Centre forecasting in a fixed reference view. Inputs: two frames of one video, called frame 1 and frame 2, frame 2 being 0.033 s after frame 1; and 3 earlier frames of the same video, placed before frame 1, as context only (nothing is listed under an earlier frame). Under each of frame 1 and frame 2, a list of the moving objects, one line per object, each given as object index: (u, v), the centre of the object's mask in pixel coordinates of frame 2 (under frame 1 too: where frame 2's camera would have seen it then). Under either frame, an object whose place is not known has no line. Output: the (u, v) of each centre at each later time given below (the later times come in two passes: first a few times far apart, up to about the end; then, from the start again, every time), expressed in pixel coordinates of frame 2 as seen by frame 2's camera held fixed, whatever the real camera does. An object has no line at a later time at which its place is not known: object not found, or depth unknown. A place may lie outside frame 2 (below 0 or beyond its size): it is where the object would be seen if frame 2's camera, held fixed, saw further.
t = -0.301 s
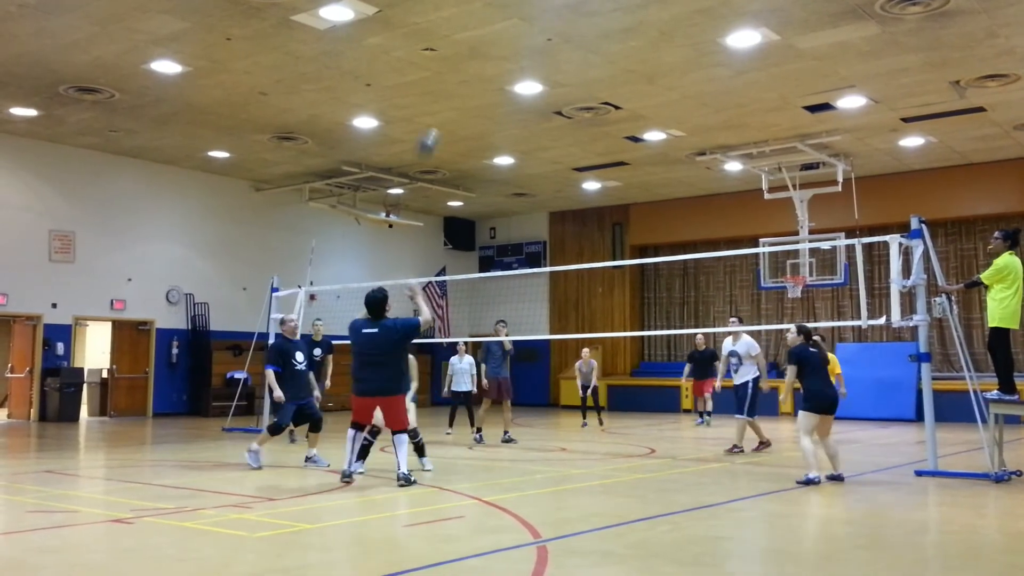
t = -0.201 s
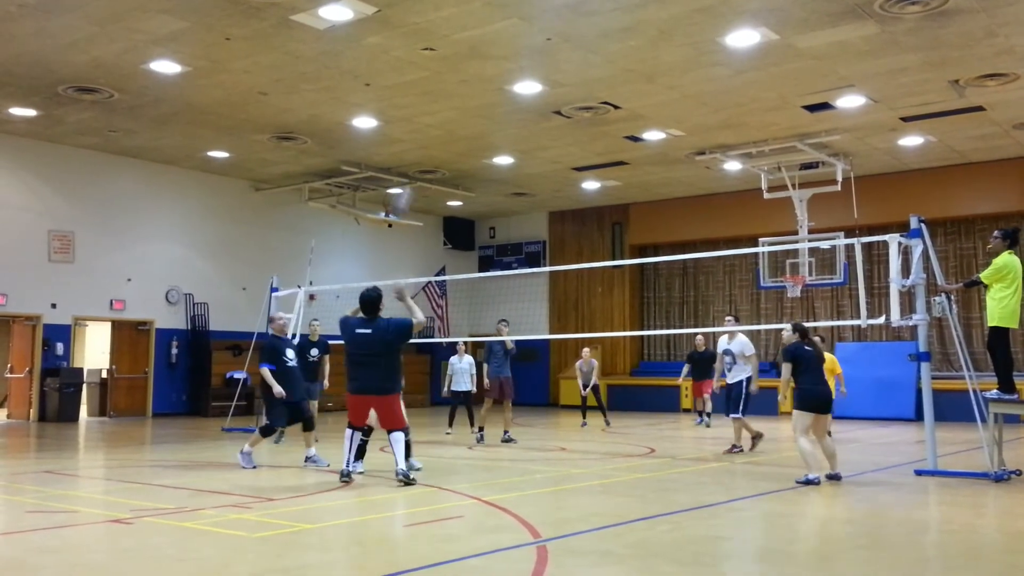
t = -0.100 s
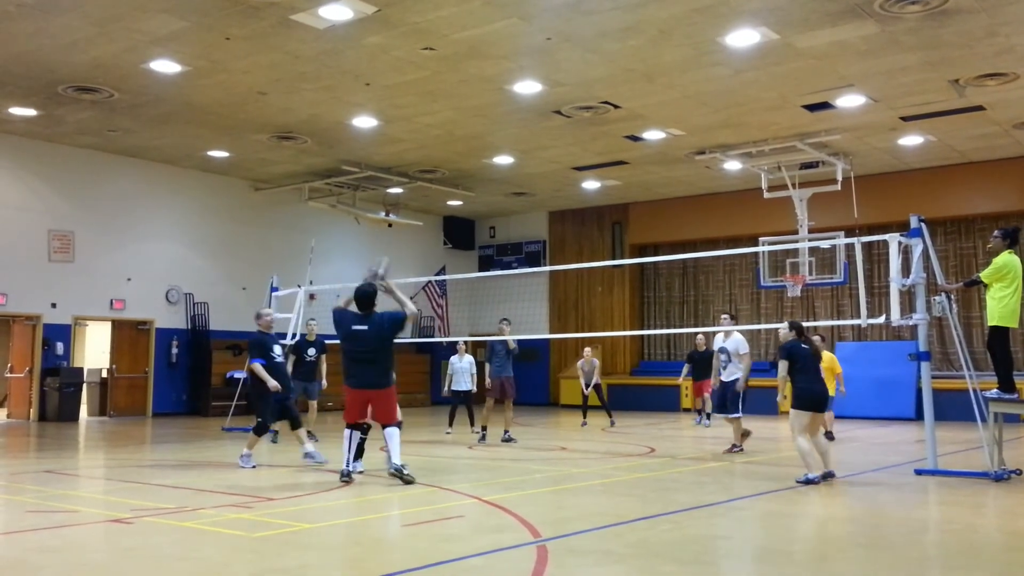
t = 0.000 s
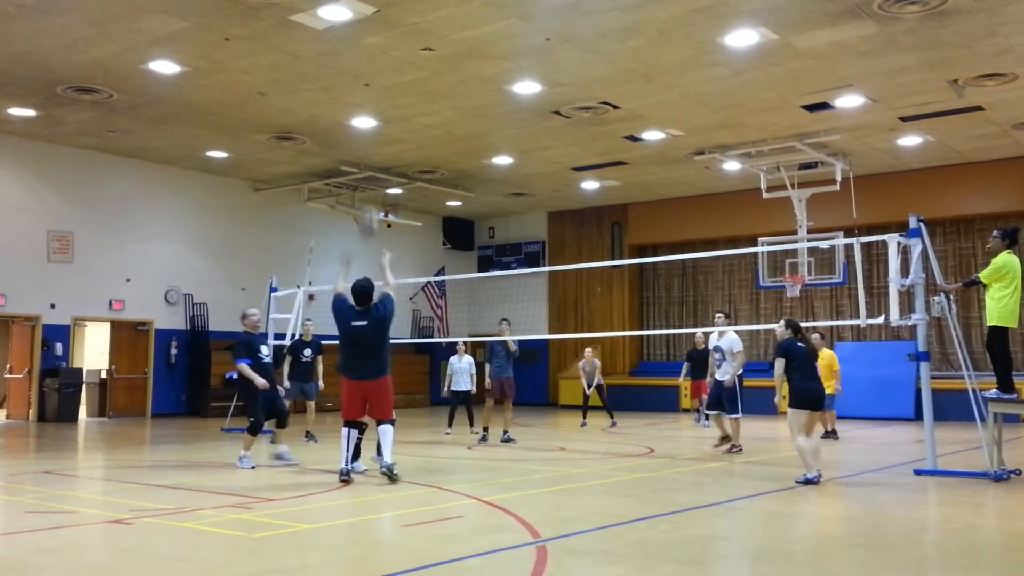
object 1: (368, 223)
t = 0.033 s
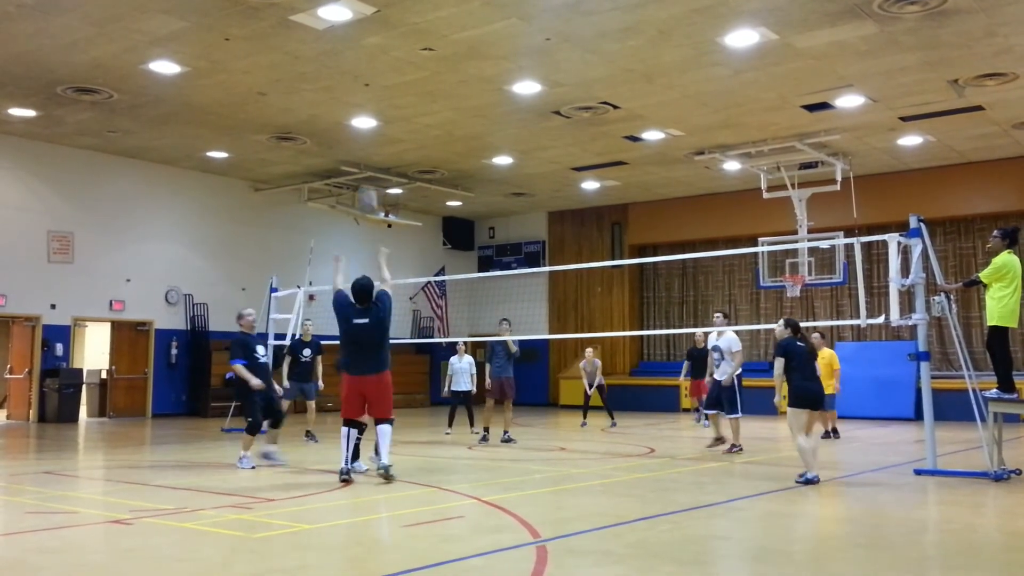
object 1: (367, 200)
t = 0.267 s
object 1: (357, 97)
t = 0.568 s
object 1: (343, 53)
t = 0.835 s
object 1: (331, 73)
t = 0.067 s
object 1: (367, 181)
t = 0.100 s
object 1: (366, 162)
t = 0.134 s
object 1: (362, 148)
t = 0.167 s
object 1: (360, 135)
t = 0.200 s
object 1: (359, 117)
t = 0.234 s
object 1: (359, 107)
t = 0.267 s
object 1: (357, 97)
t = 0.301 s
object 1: (355, 88)
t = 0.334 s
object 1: (354, 80)
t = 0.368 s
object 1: (352, 73)
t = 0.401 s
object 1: (351, 67)
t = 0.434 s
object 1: (349, 62)
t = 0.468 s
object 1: (348, 58)
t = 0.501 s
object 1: (346, 55)
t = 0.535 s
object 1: (345, 54)
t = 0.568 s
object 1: (343, 53)
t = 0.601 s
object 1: (342, 53)
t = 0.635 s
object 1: (340, 53)
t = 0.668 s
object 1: (339, 55)
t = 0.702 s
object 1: (337, 57)
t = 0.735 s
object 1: (336, 60)
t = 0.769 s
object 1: (334, 63)
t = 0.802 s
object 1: (332, 68)
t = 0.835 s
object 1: (331, 73)
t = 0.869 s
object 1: (330, 79)
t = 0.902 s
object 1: (328, 85)
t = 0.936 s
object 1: (327, 93)
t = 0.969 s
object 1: (325, 100)
